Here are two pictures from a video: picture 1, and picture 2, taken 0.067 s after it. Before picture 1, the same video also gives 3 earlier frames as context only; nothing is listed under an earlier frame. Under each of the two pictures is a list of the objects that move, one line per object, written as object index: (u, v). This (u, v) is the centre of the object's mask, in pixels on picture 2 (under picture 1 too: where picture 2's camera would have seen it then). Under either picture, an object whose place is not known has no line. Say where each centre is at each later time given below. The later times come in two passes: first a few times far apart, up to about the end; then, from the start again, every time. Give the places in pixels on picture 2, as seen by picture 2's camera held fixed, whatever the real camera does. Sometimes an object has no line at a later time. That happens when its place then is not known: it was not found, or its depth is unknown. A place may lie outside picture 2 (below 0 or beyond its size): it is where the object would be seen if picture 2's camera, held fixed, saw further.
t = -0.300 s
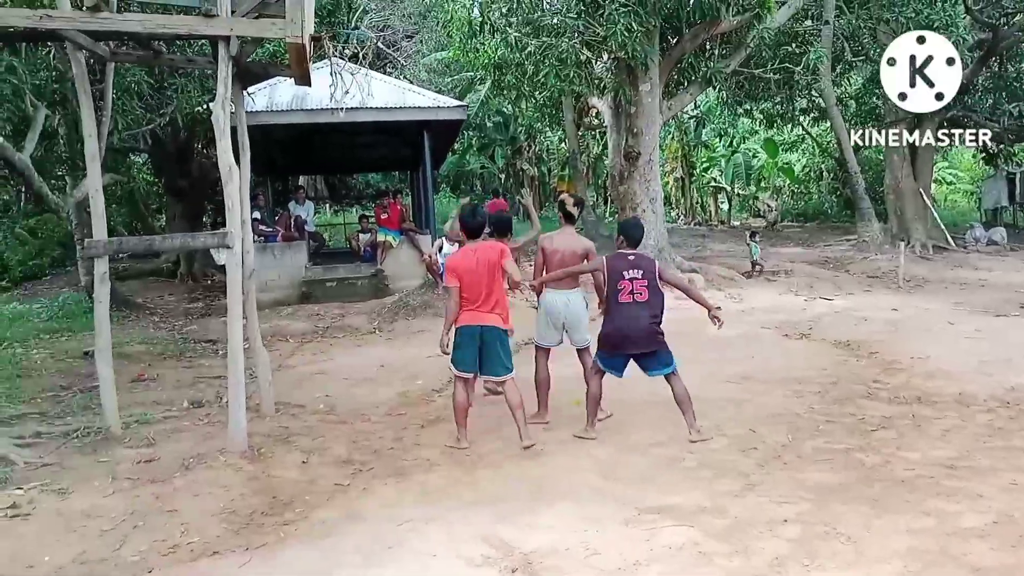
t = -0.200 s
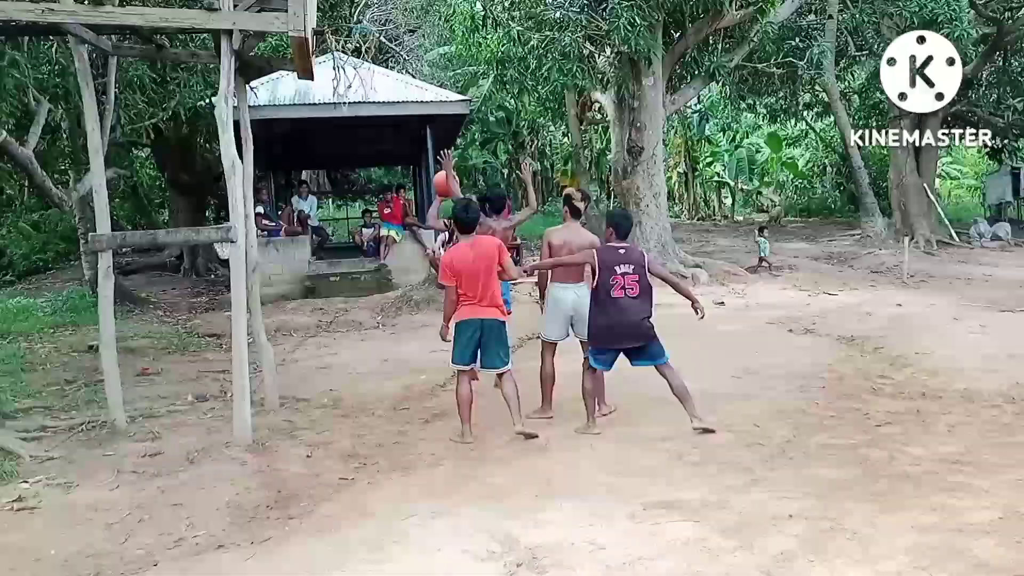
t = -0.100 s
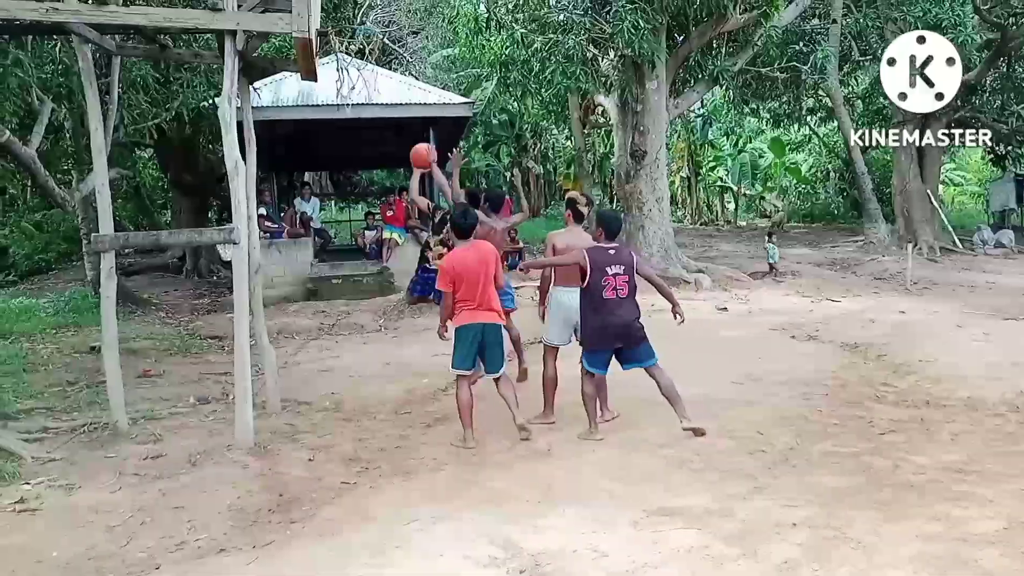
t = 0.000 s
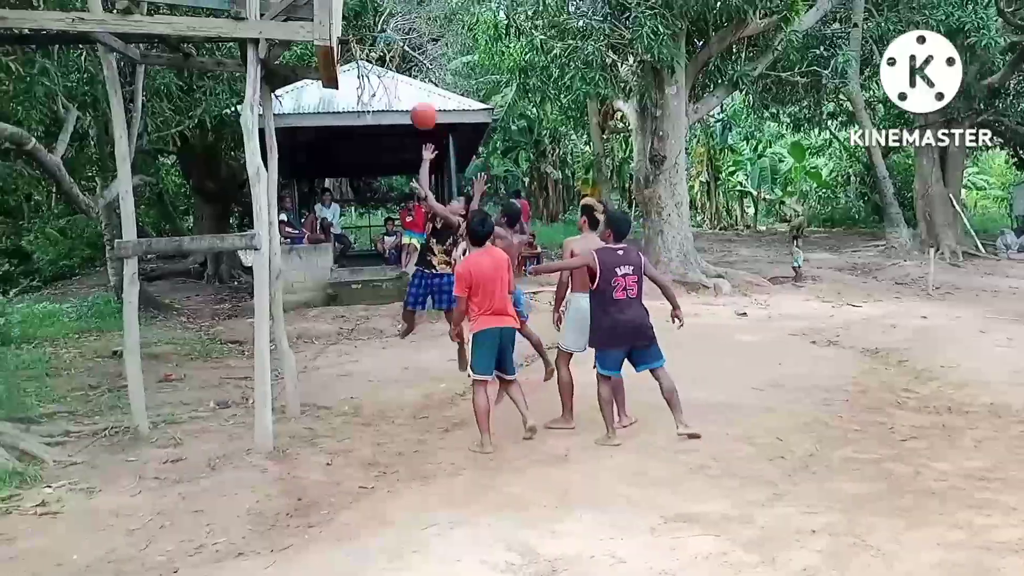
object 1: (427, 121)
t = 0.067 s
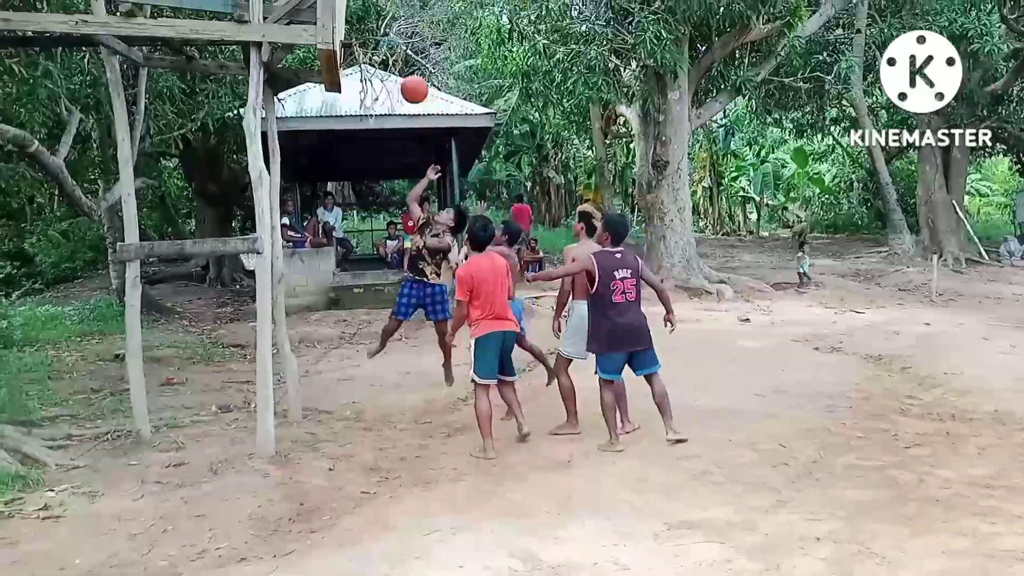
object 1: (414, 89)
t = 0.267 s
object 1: (377, 26)
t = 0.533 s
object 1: (382, 23)
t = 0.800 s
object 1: (388, 41)
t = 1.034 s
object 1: (367, 82)
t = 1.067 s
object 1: (366, 92)
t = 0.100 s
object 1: (408, 76)
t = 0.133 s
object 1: (404, 65)
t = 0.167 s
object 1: (398, 56)
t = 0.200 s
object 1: (391, 44)
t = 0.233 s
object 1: (383, 32)
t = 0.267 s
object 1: (377, 26)
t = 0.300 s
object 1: (372, 21)
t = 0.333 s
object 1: (369, 16)
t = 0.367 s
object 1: (364, 12)
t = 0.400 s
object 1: (361, 10)
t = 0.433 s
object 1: (362, 10)
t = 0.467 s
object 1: (370, 13)
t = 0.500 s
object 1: (377, 17)
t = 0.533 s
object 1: (382, 23)
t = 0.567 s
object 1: (388, 27)
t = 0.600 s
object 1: (395, 37)
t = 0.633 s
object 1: (395, 38)
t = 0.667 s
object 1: (392, 37)
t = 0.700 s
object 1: (391, 36)
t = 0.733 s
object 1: (391, 37)
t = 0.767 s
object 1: (391, 39)
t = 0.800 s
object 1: (388, 41)
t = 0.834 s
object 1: (384, 43)
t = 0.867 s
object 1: (380, 47)
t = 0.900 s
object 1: (377, 53)
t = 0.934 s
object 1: (374, 58)
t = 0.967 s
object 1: (372, 65)
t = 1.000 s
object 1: (369, 73)
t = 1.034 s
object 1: (367, 82)
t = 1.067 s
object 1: (366, 92)
